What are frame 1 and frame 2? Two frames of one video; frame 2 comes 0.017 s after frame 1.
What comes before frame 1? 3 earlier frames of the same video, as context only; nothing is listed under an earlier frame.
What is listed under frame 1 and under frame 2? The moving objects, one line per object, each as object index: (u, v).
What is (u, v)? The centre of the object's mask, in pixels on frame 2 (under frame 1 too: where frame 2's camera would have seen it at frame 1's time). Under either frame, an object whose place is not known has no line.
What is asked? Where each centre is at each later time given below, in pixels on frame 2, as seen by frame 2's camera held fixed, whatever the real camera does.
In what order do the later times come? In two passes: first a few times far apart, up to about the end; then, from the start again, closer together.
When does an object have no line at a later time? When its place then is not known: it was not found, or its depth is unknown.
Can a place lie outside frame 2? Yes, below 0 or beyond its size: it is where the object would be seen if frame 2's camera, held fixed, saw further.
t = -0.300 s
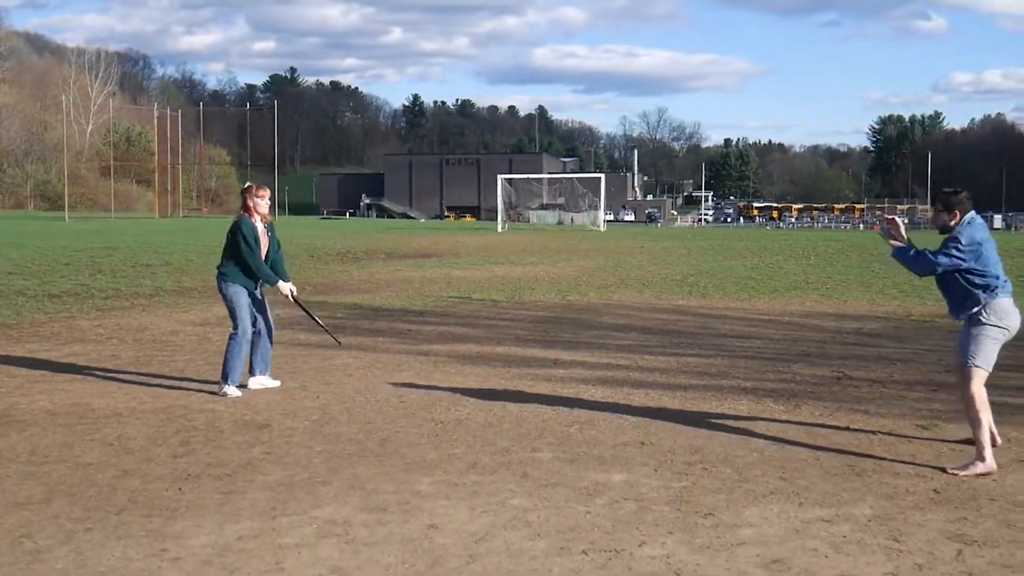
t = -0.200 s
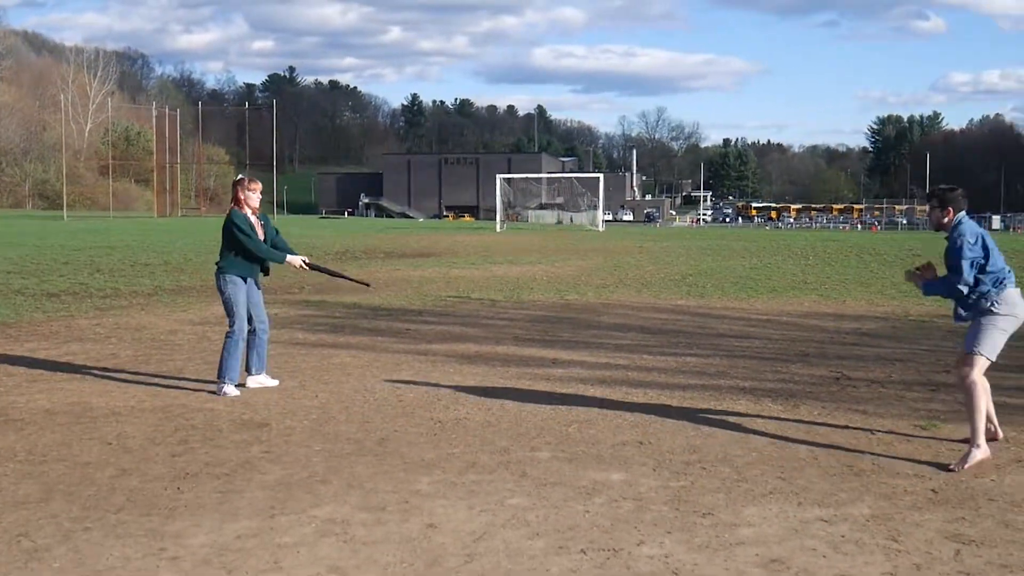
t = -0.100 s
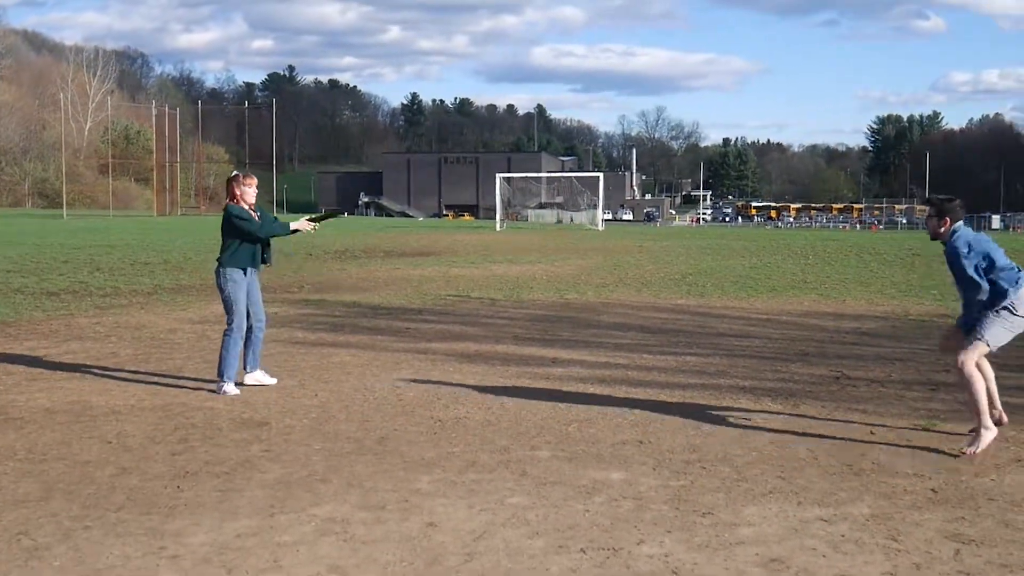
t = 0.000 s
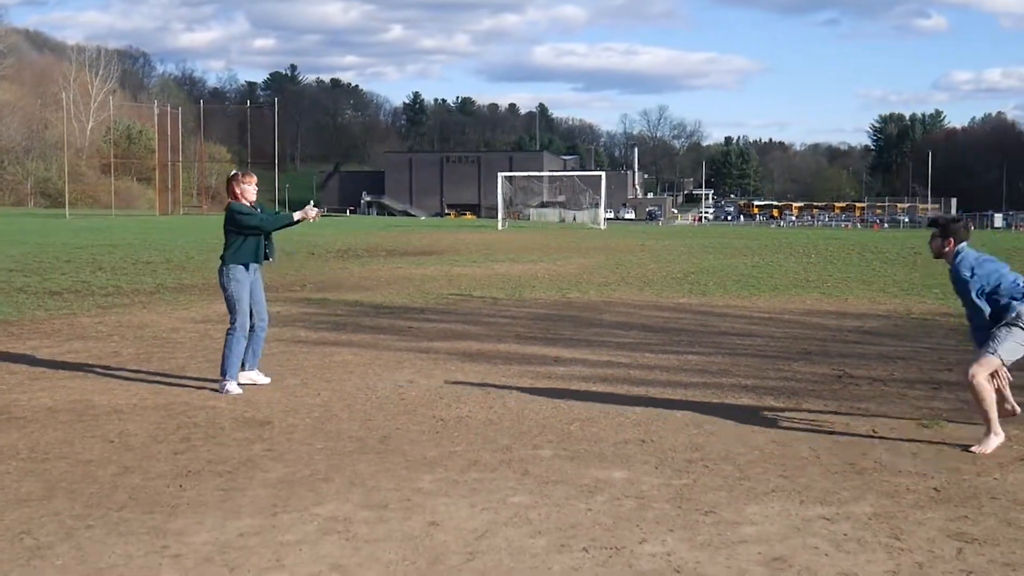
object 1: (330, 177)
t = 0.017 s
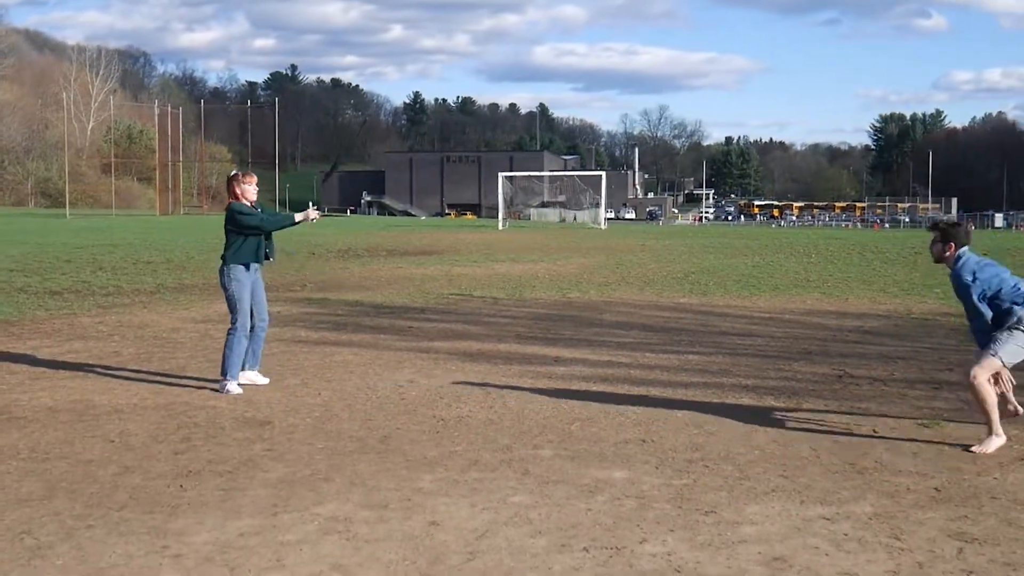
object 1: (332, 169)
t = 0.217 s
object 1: (349, 100)
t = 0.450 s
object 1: (361, 102)
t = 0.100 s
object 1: (345, 123)
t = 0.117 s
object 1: (345, 120)
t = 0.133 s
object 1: (345, 115)
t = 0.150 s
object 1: (346, 110)
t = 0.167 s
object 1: (347, 106)
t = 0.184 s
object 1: (348, 106)
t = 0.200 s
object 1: (348, 101)
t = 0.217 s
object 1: (349, 100)
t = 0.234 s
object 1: (349, 96)
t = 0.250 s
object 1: (349, 94)
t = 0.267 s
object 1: (350, 93)
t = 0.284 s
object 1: (349, 91)
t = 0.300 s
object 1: (350, 91)
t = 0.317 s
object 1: (352, 91)
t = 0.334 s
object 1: (352, 91)
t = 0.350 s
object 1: (353, 91)
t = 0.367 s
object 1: (354, 92)
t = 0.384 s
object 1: (358, 94)
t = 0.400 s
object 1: (364, 96)
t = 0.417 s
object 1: (365, 97)
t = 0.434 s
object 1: (363, 100)
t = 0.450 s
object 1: (361, 102)
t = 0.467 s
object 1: (362, 105)
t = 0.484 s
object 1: (365, 108)
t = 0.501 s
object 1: (364, 111)
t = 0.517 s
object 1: (374, 112)
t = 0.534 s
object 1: (376, 114)
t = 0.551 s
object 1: (378, 117)
